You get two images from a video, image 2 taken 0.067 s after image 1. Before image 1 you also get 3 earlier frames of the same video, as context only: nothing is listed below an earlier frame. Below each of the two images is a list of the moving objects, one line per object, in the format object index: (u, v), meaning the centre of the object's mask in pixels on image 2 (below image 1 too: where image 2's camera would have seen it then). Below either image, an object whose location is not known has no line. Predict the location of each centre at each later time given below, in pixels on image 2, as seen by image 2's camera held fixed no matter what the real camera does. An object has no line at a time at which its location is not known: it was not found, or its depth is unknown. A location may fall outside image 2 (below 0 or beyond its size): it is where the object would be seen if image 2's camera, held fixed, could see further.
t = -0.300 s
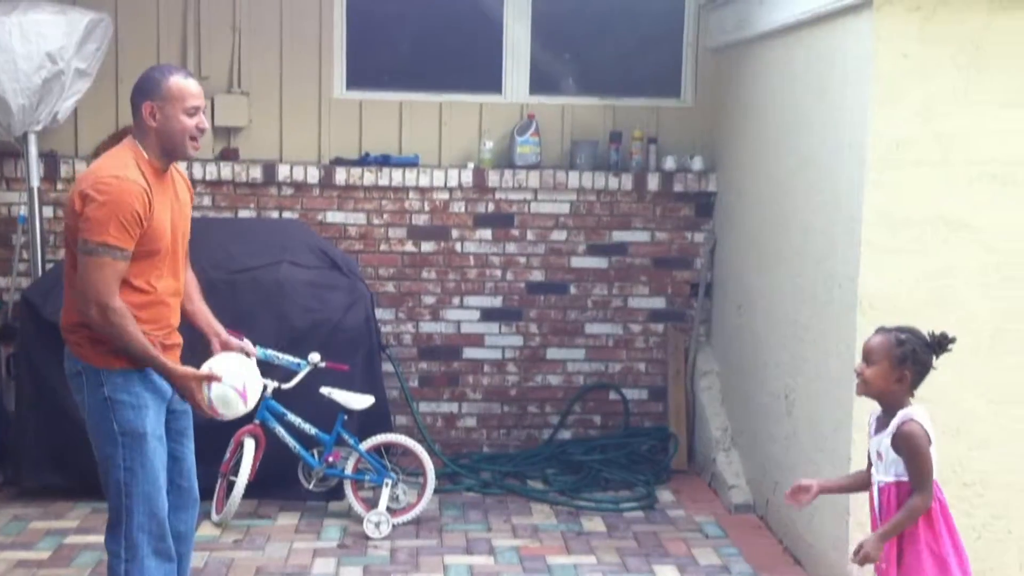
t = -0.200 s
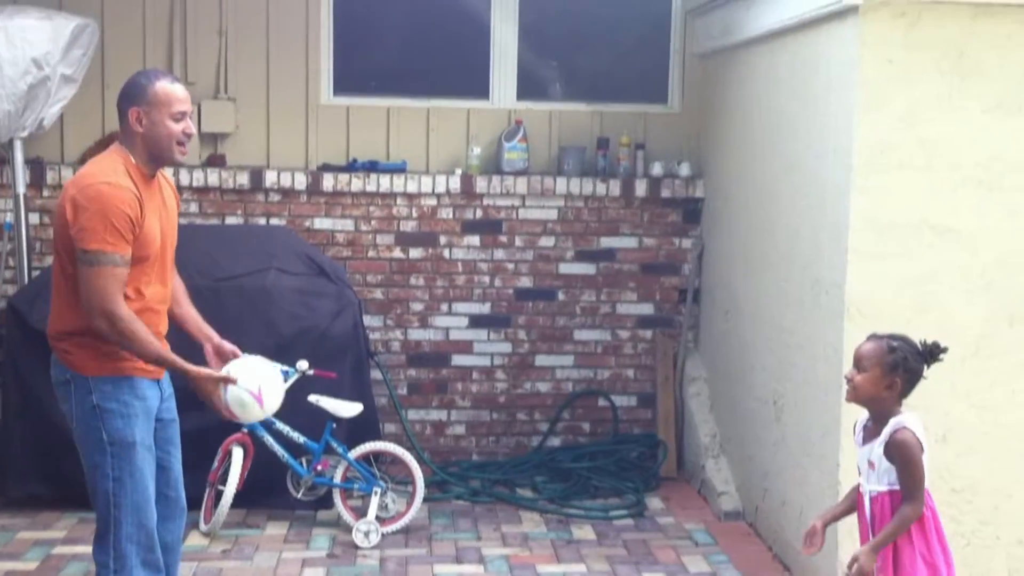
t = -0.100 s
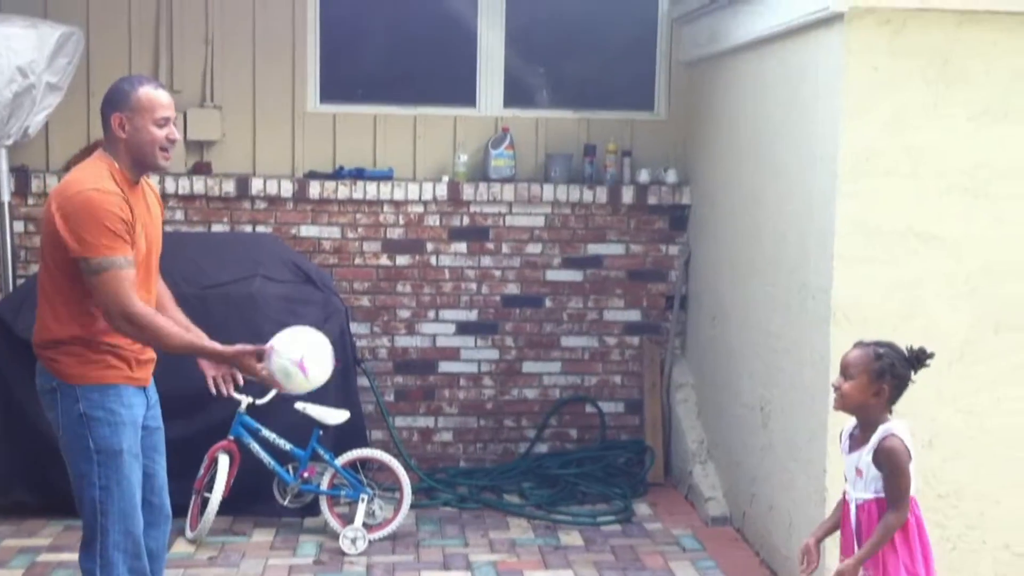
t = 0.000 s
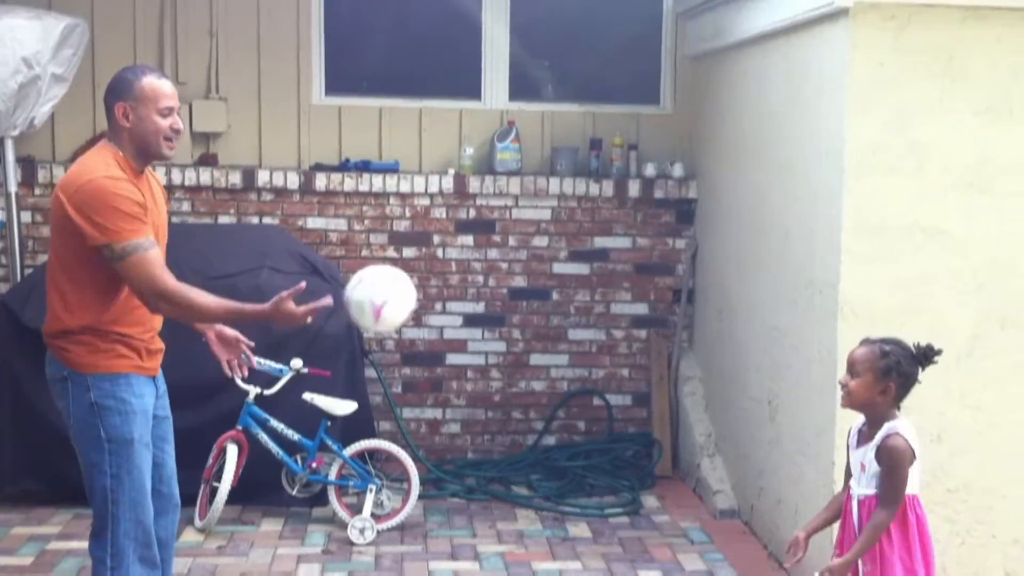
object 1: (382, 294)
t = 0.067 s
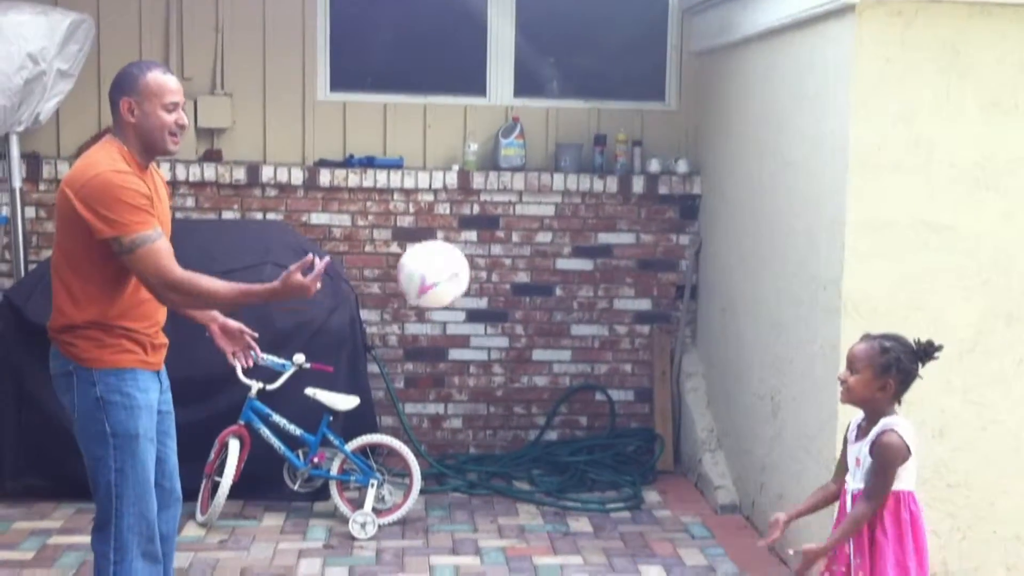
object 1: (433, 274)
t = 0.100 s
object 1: (460, 270)
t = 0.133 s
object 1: (485, 269)
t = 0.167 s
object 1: (511, 273)
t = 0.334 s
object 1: (645, 356)
